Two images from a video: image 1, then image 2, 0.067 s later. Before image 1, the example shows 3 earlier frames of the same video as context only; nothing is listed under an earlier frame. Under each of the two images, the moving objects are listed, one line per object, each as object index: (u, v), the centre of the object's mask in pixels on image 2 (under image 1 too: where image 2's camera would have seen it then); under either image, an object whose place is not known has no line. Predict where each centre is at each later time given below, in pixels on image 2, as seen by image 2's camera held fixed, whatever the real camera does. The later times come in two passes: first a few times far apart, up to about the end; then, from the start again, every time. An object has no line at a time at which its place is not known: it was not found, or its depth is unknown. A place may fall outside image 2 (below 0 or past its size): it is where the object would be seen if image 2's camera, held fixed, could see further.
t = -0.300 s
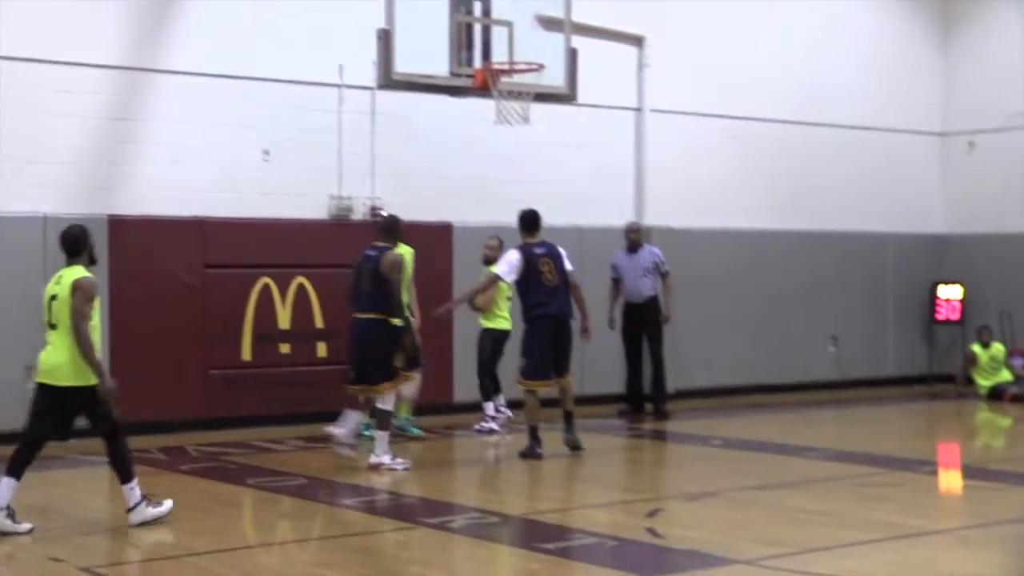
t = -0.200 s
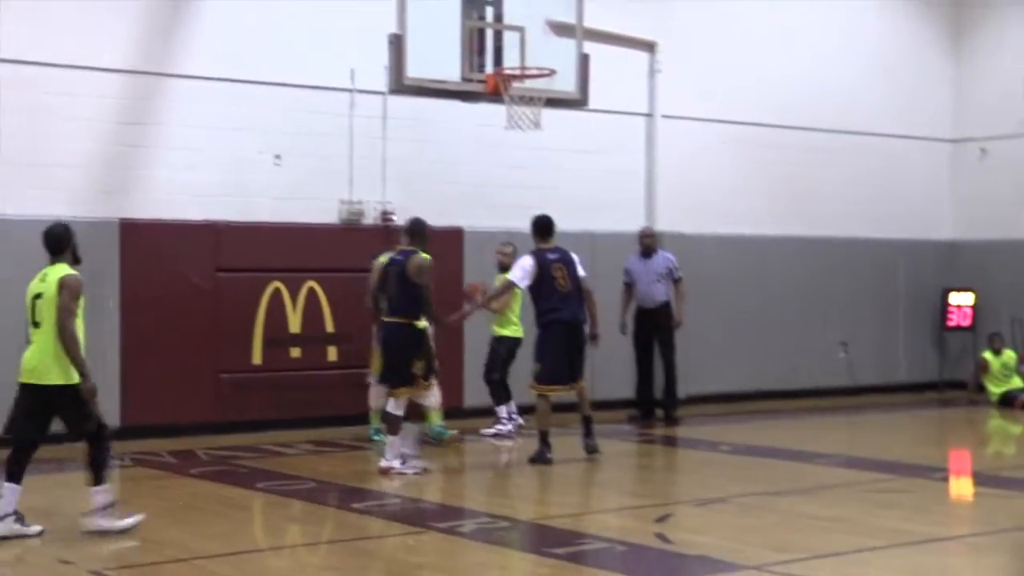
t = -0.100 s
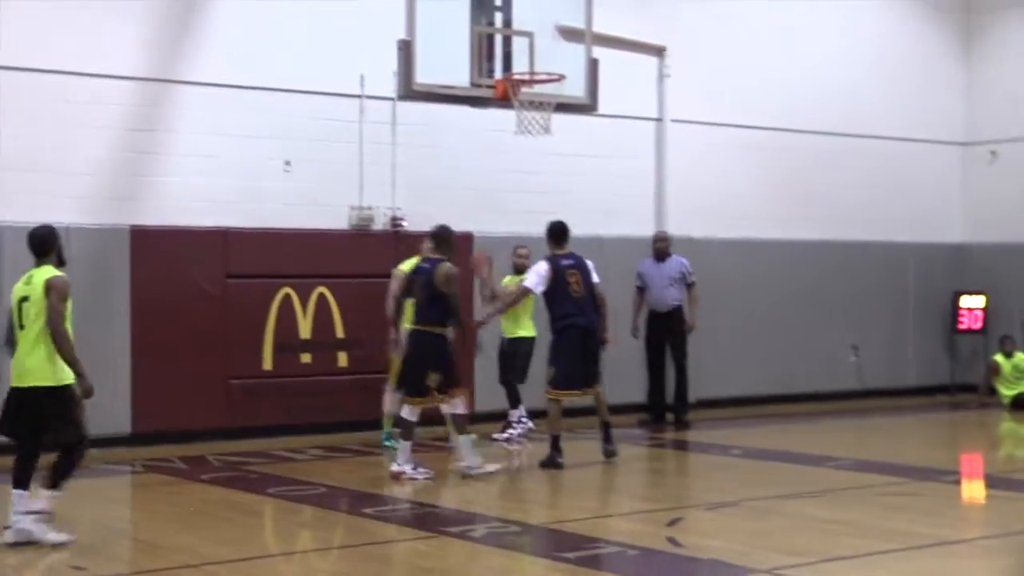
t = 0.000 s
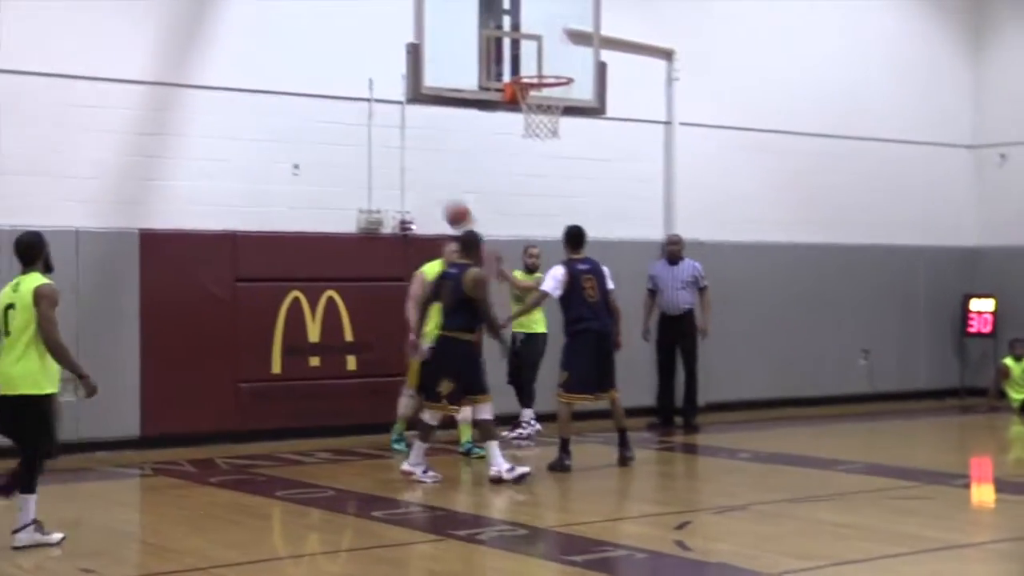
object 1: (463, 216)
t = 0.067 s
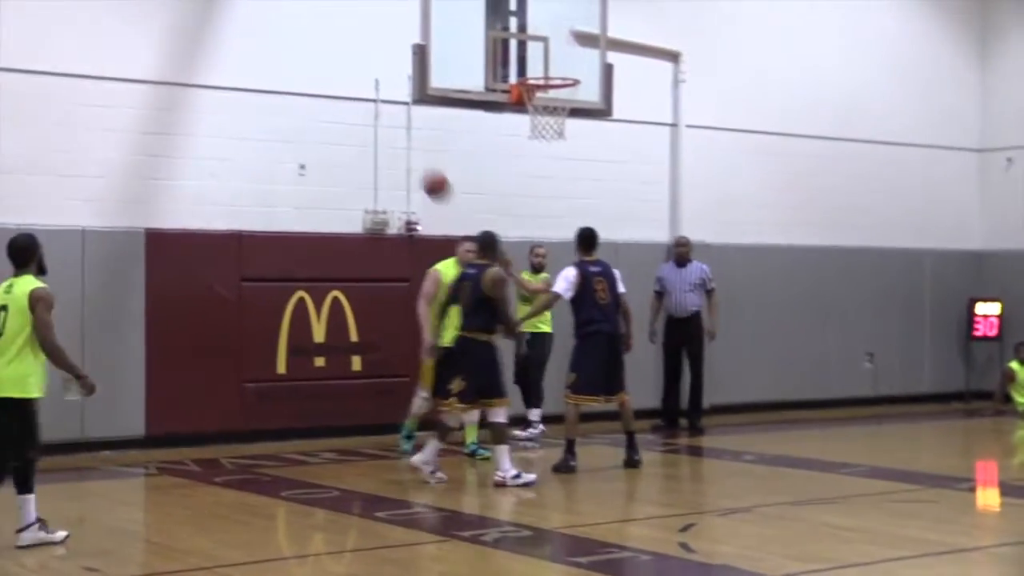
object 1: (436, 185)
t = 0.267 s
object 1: (343, 110)
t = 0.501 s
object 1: (205, 62)
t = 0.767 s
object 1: (-5, 94)
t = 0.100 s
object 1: (421, 170)
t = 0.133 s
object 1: (406, 156)
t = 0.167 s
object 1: (390, 142)
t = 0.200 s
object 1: (375, 130)
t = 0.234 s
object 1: (359, 119)
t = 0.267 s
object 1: (343, 110)
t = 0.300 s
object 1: (326, 99)
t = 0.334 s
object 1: (308, 90)
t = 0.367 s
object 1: (289, 82)
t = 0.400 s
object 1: (270, 75)
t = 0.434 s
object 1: (251, 70)
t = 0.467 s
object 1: (229, 65)
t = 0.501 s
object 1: (205, 62)
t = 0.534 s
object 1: (185, 60)
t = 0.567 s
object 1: (161, 61)
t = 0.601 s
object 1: (136, 61)
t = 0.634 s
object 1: (111, 64)
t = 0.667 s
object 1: (84, 69)
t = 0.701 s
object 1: (55, 75)
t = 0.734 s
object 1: (24, 84)
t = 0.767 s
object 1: (-5, 94)
